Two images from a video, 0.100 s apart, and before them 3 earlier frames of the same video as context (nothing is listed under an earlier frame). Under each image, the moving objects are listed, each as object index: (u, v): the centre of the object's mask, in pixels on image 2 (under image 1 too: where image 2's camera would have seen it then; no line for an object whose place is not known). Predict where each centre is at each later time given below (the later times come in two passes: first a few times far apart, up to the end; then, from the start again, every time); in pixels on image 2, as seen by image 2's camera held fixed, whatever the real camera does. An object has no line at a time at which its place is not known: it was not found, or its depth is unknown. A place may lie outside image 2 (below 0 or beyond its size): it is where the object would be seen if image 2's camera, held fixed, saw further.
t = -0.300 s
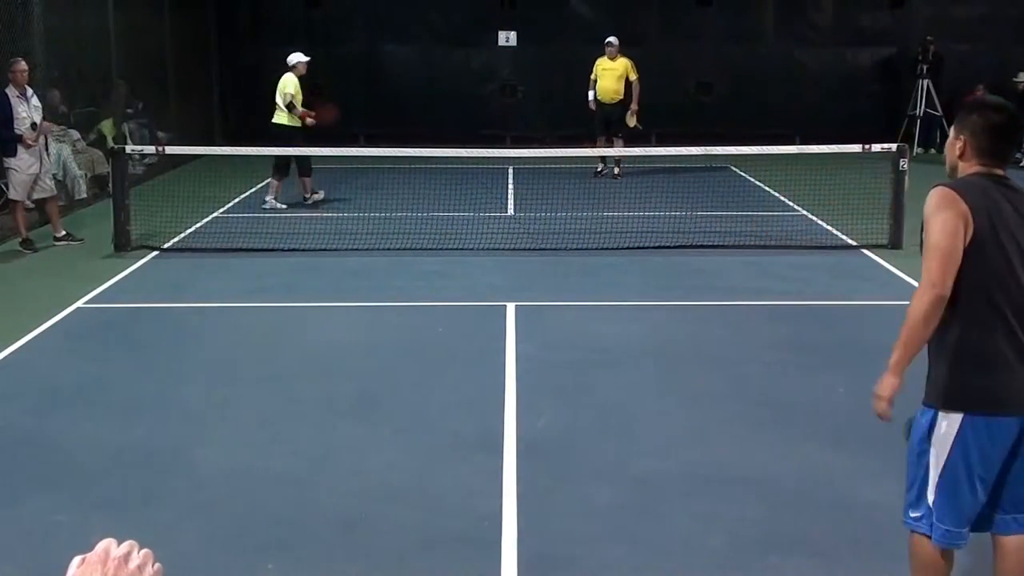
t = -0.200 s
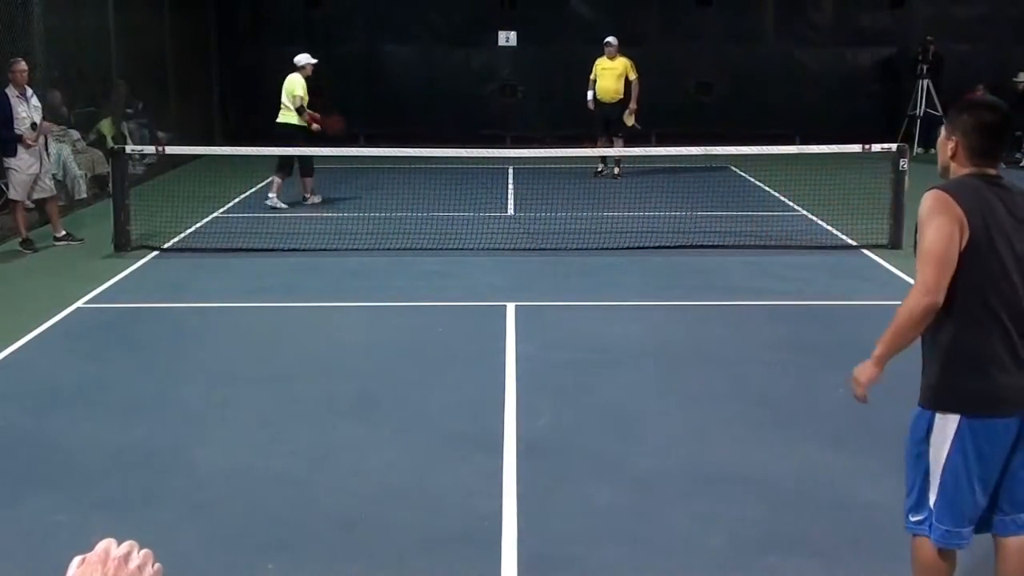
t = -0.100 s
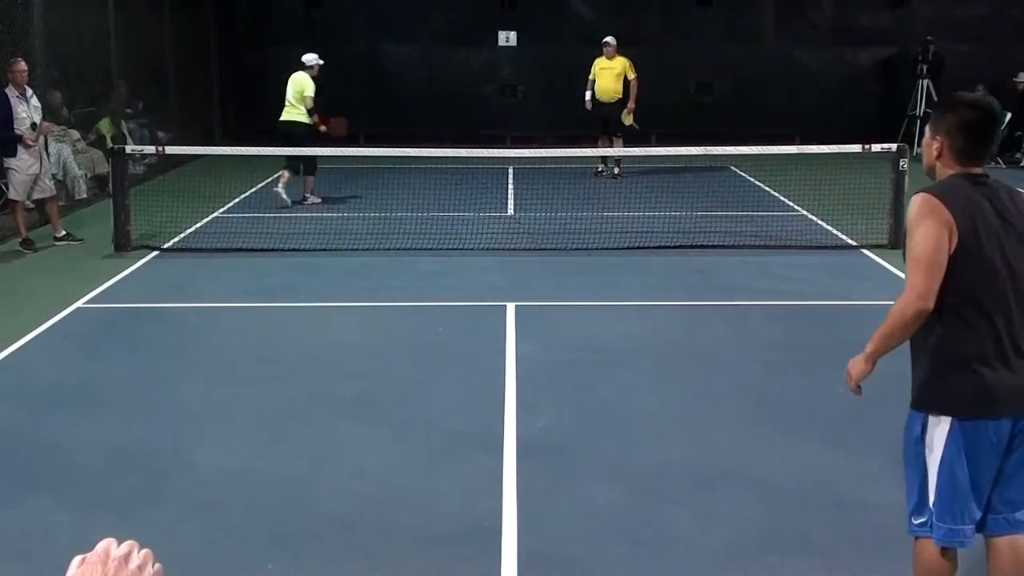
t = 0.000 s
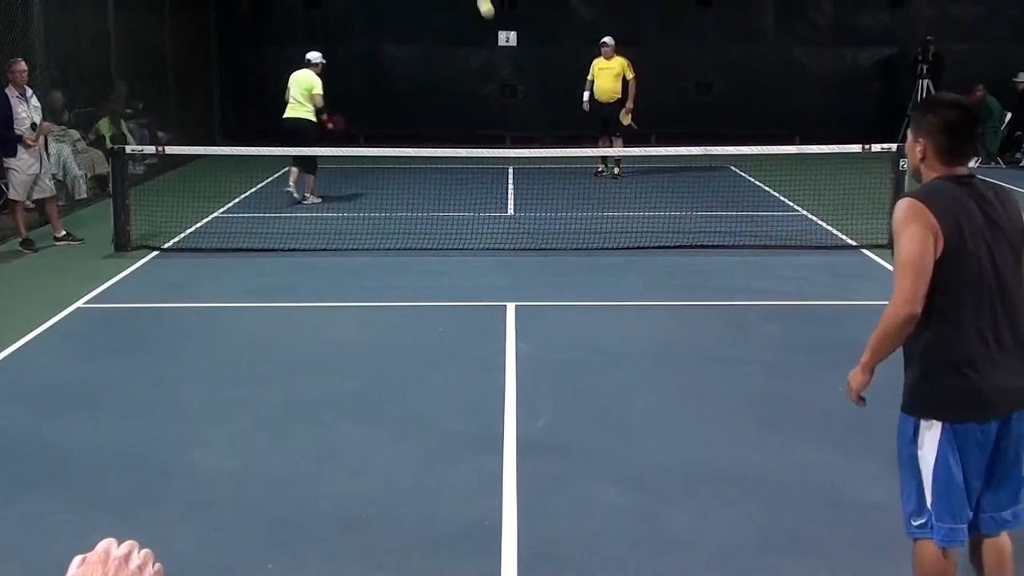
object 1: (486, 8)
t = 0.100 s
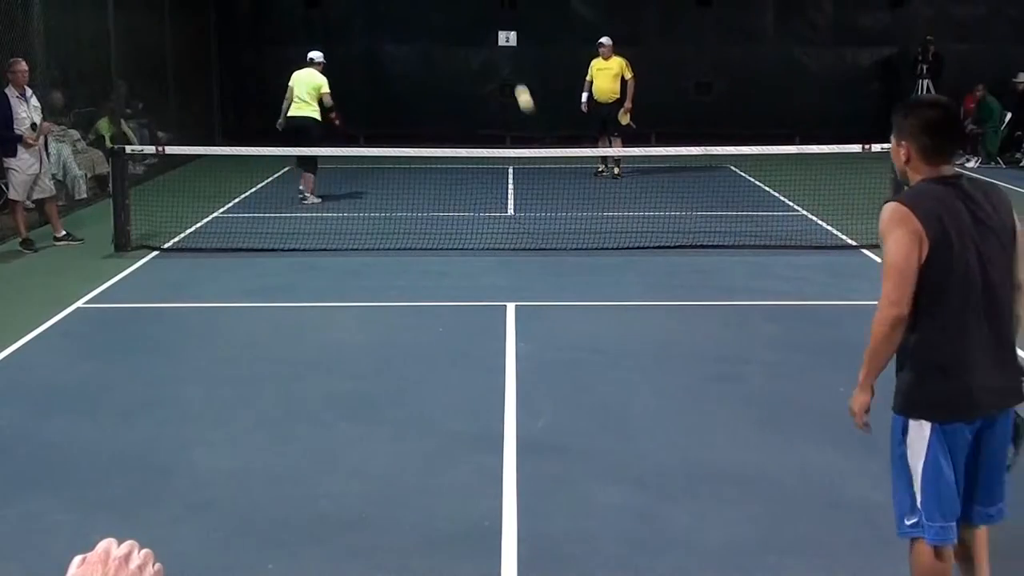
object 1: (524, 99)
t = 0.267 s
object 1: (596, 320)
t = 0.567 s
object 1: (712, 323)
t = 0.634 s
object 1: (739, 301)
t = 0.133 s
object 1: (537, 134)
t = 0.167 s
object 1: (551, 175)
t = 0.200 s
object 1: (566, 221)
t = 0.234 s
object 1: (581, 268)
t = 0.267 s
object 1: (596, 320)
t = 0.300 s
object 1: (611, 374)
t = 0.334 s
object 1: (626, 432)
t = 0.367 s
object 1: (638, 441)
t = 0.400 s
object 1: (650, 417)
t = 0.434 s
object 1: (661, 395)
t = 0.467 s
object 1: (674, 374)
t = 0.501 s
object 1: (686, 354)
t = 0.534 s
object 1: (699, 338)
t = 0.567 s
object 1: (712, 323)
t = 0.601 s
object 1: (725, 312)
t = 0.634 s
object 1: (739, 301)
